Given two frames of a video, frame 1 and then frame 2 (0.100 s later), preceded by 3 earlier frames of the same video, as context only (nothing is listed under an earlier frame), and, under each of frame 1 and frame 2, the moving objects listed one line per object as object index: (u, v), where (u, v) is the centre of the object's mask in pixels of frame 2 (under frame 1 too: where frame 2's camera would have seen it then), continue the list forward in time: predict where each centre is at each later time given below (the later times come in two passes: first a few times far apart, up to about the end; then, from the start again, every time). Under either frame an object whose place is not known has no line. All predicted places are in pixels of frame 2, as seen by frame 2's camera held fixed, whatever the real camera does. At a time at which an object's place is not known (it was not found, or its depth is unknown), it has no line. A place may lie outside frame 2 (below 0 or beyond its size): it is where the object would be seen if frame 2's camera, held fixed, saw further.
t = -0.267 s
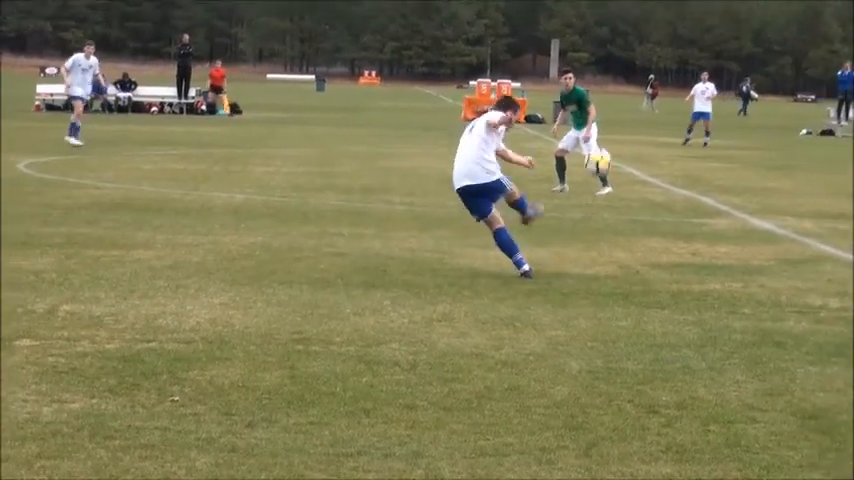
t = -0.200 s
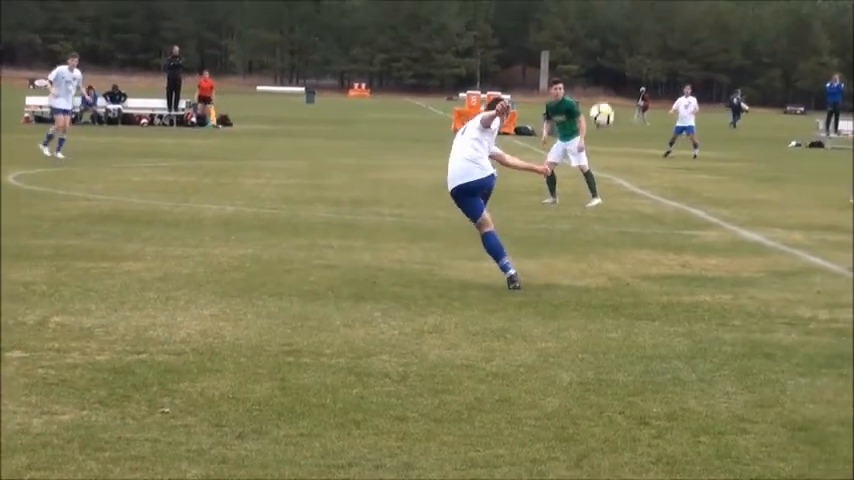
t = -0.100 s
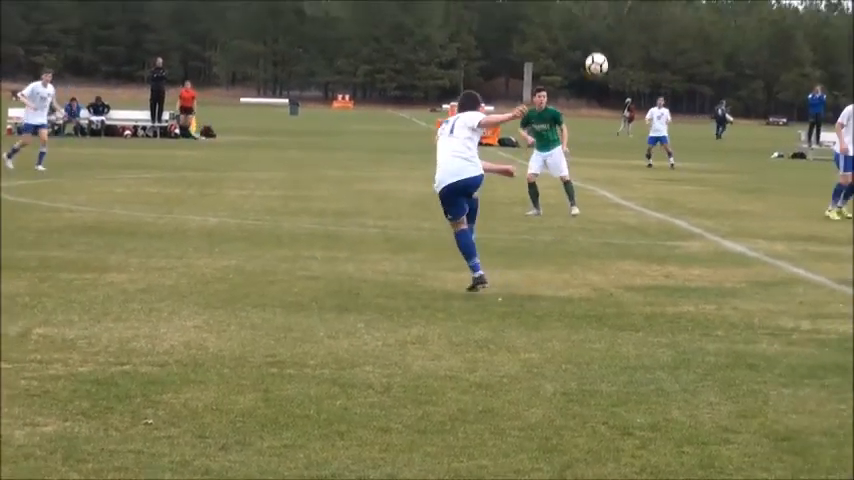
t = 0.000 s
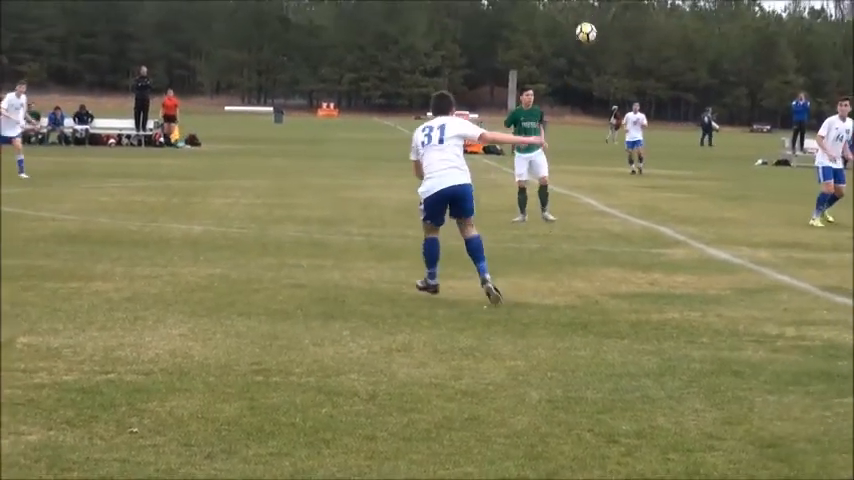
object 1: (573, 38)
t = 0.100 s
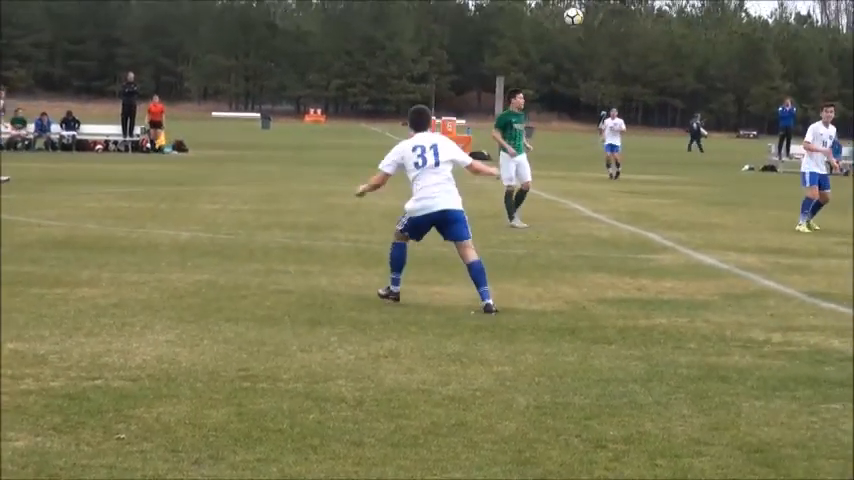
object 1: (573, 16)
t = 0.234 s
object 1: (564, 5)
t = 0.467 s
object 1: (542, 22)
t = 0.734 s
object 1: (508, 81)
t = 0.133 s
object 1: (572, 12)
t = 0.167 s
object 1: (570, 9)
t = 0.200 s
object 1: (567, 6)
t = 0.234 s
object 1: (564, 5)
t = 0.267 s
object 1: (561, 4)
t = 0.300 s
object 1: (558, 5)
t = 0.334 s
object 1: (555, 7)
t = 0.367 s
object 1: (552, 9)
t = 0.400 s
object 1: (549, 12)
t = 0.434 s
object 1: (545, 17)
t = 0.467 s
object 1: (542, 22)
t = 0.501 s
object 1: (538, 27)
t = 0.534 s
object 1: (535, 34)
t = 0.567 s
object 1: (531, 40)
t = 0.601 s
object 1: (526, 48)
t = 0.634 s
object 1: (522, 55)
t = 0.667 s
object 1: (517, 63)
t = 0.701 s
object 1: (512, 71)
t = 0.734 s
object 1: (508, 81)
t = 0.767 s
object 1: (503, 90)
